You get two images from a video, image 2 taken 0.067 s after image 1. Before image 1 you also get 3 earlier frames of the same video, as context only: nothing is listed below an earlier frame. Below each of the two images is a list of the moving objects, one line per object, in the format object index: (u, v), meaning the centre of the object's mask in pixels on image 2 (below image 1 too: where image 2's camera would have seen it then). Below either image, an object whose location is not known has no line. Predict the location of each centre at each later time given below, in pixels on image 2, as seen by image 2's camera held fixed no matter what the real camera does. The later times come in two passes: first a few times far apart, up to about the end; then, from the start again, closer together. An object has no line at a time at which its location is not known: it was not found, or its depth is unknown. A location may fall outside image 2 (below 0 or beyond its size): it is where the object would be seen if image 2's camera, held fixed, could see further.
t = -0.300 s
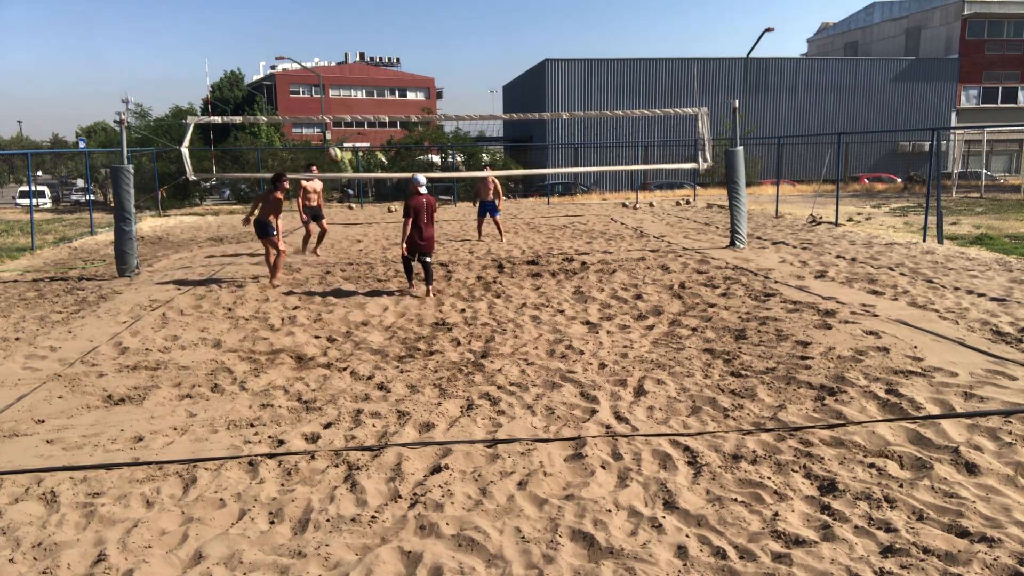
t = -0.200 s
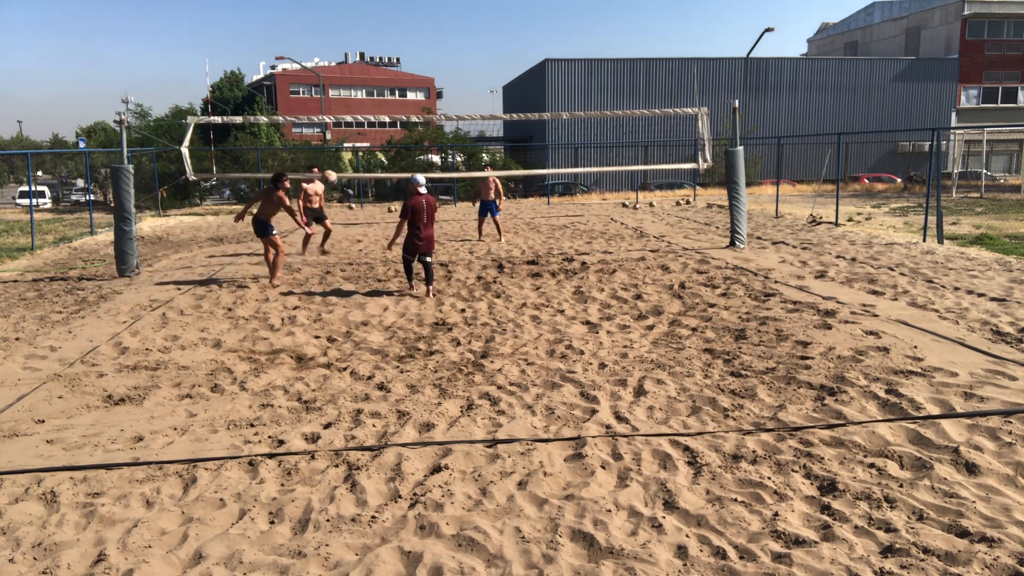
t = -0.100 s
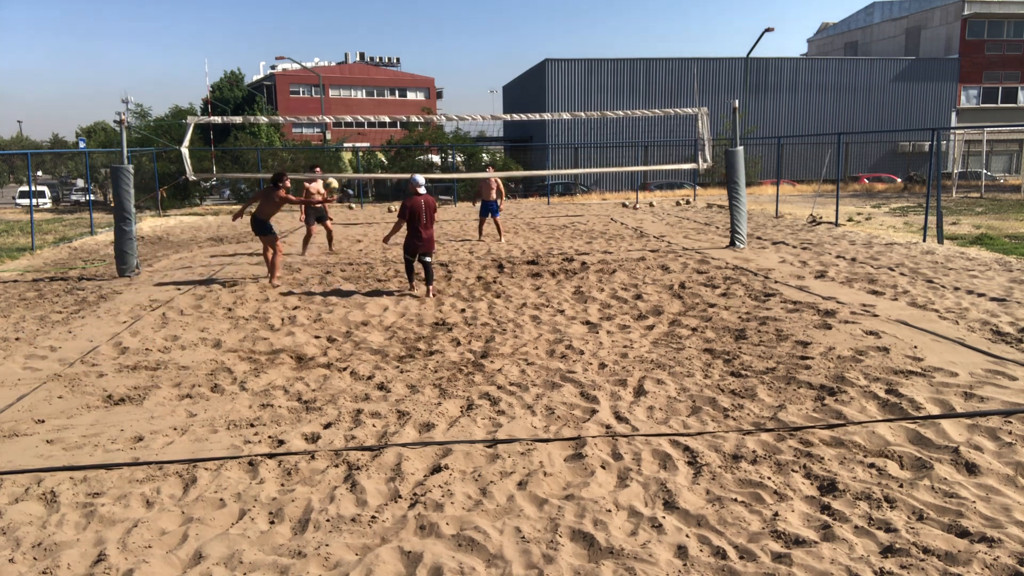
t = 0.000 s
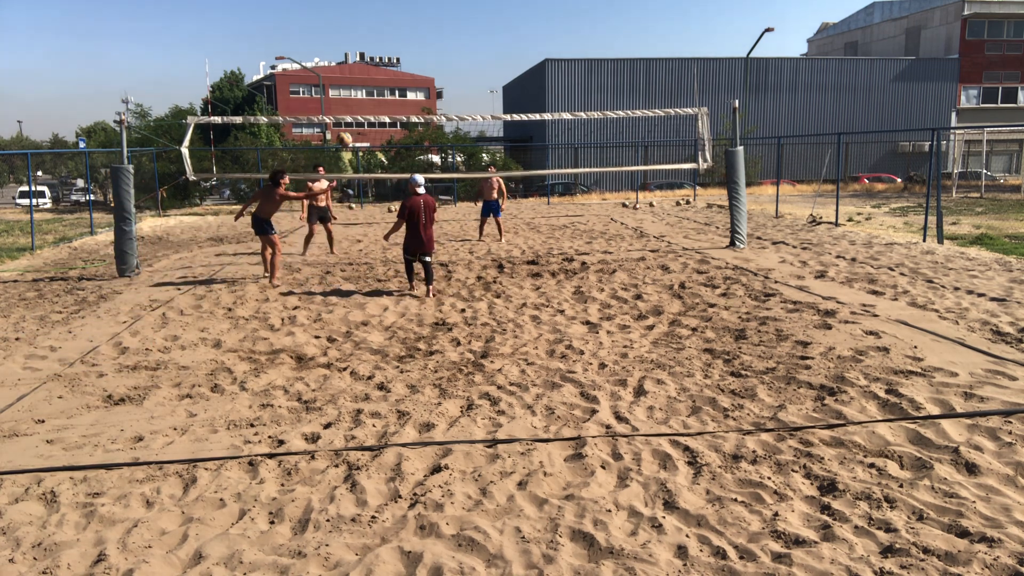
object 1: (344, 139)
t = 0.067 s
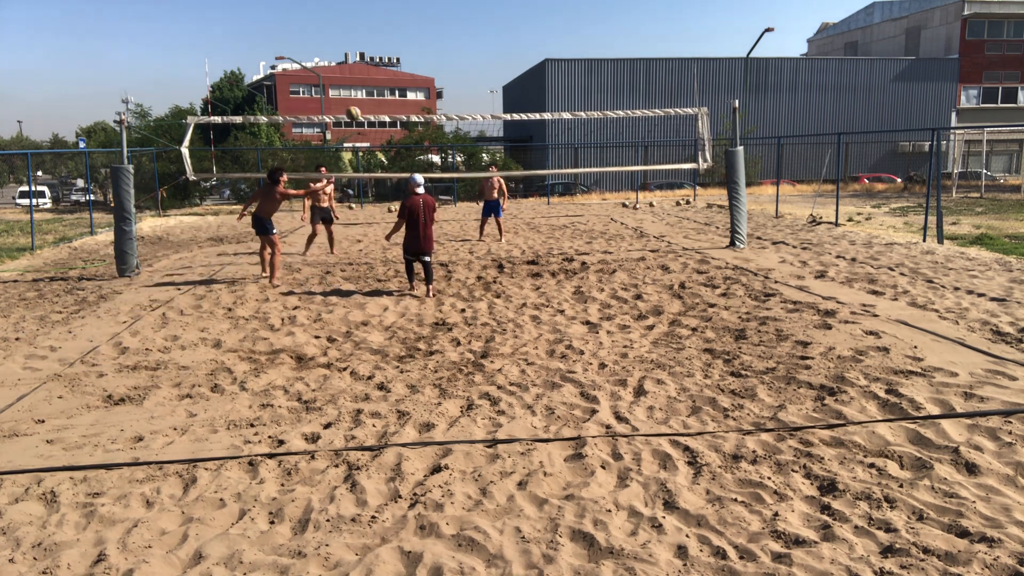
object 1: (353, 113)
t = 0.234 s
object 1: (374, 67)
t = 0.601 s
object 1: (413, 39)
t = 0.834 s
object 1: (435, 63)
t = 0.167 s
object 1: (365, 82)
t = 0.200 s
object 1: (369, 74)
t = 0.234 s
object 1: (374, 67)
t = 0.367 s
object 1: (389, 46)
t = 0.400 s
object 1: (392, 43)
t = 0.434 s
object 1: (396, 40)
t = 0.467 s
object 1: (399, 39)
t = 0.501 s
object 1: (403, 37)
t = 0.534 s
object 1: (406, 37)
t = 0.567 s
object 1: (409, 38)
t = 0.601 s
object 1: (413, 39)
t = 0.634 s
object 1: (416, 41)
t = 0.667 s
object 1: (419, 44)
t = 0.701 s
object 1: (423, 46)
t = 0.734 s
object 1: (425, 50)
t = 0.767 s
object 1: (429, 54)
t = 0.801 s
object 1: (432, 58)
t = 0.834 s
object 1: (435, 63)
